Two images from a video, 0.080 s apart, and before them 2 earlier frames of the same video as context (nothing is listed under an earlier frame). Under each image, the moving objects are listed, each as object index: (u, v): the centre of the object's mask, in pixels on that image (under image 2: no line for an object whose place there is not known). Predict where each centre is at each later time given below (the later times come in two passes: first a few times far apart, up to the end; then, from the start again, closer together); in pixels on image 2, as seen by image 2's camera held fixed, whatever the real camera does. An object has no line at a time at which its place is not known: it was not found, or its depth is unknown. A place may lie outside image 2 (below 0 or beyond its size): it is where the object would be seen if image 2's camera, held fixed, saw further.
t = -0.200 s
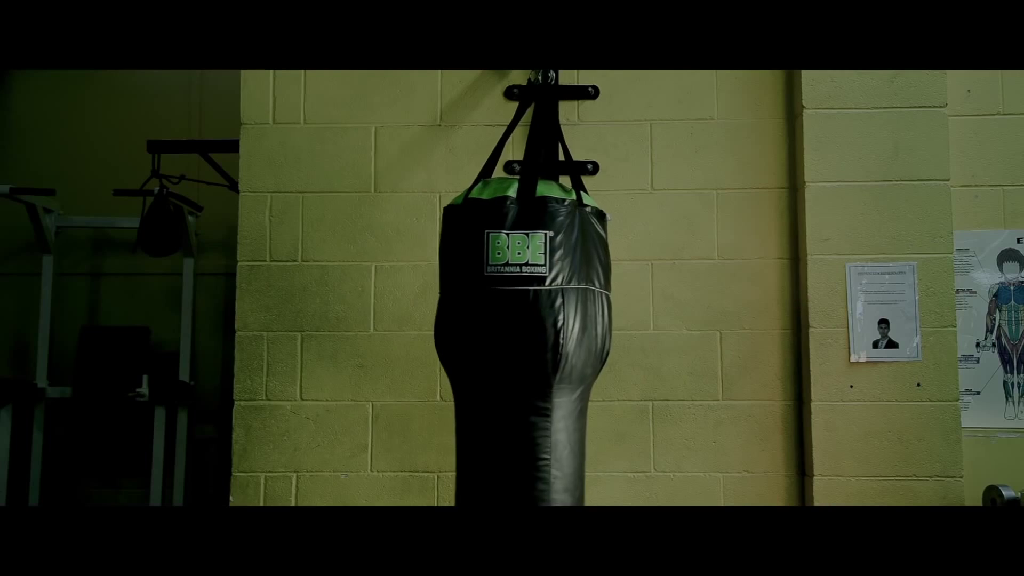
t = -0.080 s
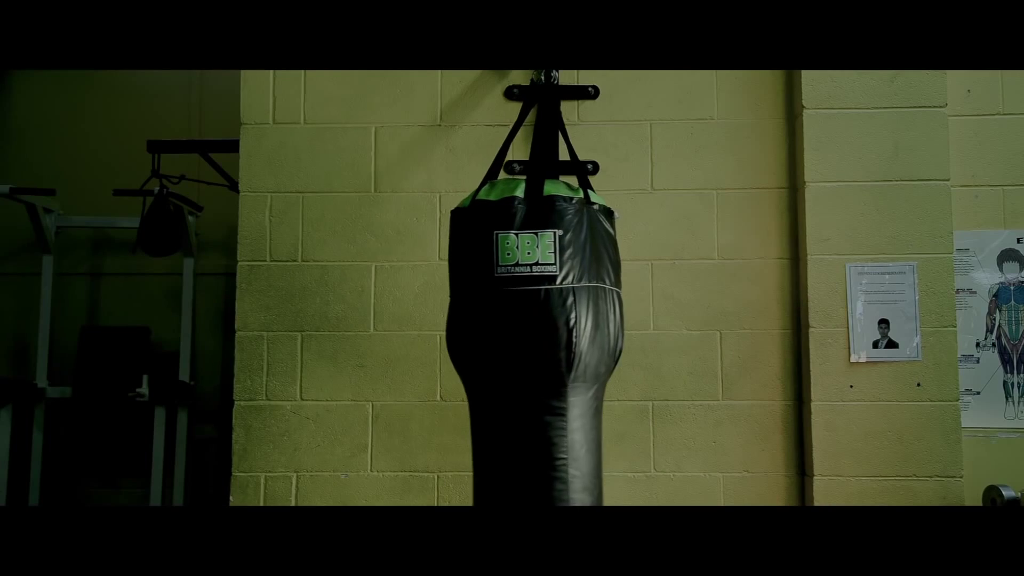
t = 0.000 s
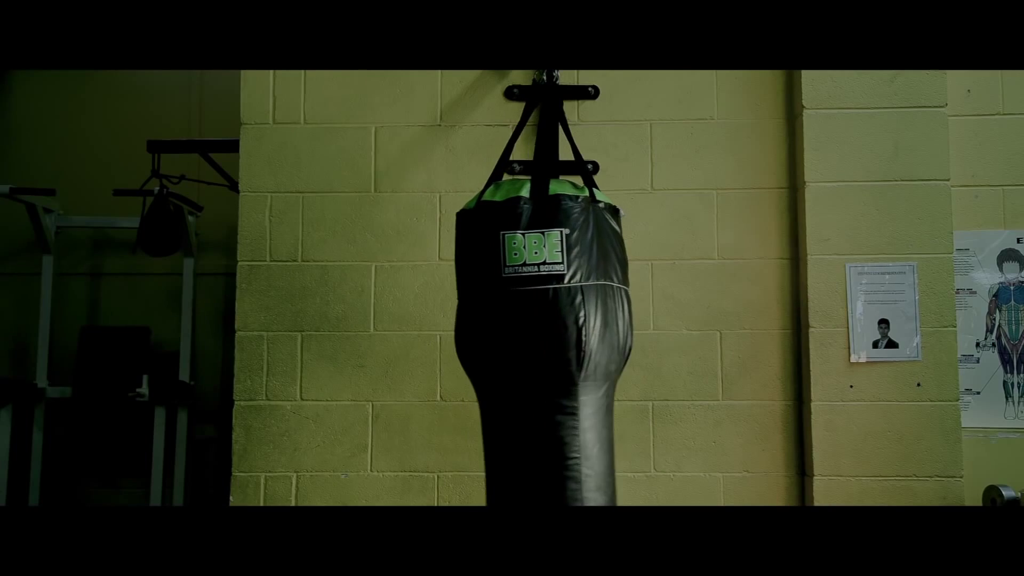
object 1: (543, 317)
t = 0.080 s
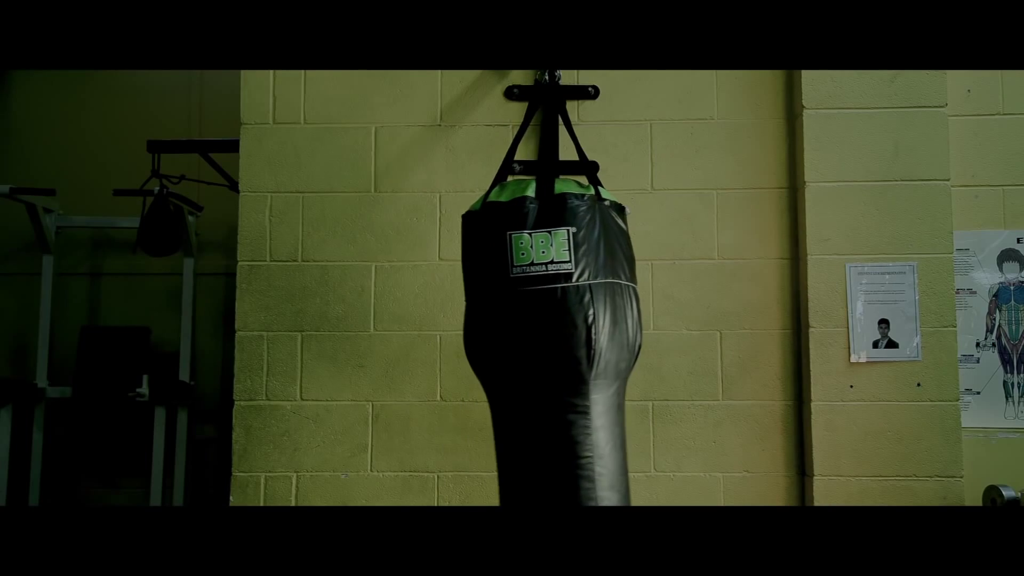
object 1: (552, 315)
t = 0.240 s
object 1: (568, 315)
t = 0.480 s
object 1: (582, 315)
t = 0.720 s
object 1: (580, 315)
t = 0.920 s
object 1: (567, 315)
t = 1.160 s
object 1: (542, 317)
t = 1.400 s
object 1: (520, 314)
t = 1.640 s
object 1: (509, 313)
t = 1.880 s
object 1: (512, 313)
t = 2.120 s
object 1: (529, 315)
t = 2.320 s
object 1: (550, 315)
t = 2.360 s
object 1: (554, 315)
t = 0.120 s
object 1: (556, 315)
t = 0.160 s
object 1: (560, 315)
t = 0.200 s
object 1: (564, 315)
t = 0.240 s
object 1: (568, 315)
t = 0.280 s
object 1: (571, 315)
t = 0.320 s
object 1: (575, 317)
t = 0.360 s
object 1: (577, 315)
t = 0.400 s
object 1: (579, 317)
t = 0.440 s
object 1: (580, 315)
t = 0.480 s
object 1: (582, 315)
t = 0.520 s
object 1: (582, 315)
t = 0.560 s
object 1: (582, 315)
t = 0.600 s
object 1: (582, 315)
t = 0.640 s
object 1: (581, 315)
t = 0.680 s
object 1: (580, 315)
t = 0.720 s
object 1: (580, 315)
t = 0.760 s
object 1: (578, 315)
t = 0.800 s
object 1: (576, 315)
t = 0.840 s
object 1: (573, 315)
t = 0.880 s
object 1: (570, 315)
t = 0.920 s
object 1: (567, 315)
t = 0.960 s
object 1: (563, 315)
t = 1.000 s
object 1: (559, 315)
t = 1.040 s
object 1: (555, 314)
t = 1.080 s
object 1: (551, 315)
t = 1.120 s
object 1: (547, 315)
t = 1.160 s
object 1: (542, 317)
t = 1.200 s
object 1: (538, 317)
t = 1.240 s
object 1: (534, 316)
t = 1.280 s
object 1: (530, 314)
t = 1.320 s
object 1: (526, 315)
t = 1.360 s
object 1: (523, 314)
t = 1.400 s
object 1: (520, 314)
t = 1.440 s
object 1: (517, 314)
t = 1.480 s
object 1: (514, 314)
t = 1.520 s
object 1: (512, 314)
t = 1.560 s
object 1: (511, 313)
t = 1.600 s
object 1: (509, 313)
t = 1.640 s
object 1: (509, 313)
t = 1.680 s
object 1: (508, 313)
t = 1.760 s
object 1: (509, 313)
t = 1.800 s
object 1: (509, 313)
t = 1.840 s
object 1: (510, 313)
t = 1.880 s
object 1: (512, 313)
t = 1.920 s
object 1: (514, 313)
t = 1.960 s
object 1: (516, 314)
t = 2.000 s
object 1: (519, 314)
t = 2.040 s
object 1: (522, 314)
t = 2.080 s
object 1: (526, 314)
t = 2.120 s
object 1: (529, 315)
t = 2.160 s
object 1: (533, 315)
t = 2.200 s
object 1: (537, 315)
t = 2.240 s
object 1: (541, 316)
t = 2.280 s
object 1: (546, 315)
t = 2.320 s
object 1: (550, 315)
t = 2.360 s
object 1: (554, 315)
